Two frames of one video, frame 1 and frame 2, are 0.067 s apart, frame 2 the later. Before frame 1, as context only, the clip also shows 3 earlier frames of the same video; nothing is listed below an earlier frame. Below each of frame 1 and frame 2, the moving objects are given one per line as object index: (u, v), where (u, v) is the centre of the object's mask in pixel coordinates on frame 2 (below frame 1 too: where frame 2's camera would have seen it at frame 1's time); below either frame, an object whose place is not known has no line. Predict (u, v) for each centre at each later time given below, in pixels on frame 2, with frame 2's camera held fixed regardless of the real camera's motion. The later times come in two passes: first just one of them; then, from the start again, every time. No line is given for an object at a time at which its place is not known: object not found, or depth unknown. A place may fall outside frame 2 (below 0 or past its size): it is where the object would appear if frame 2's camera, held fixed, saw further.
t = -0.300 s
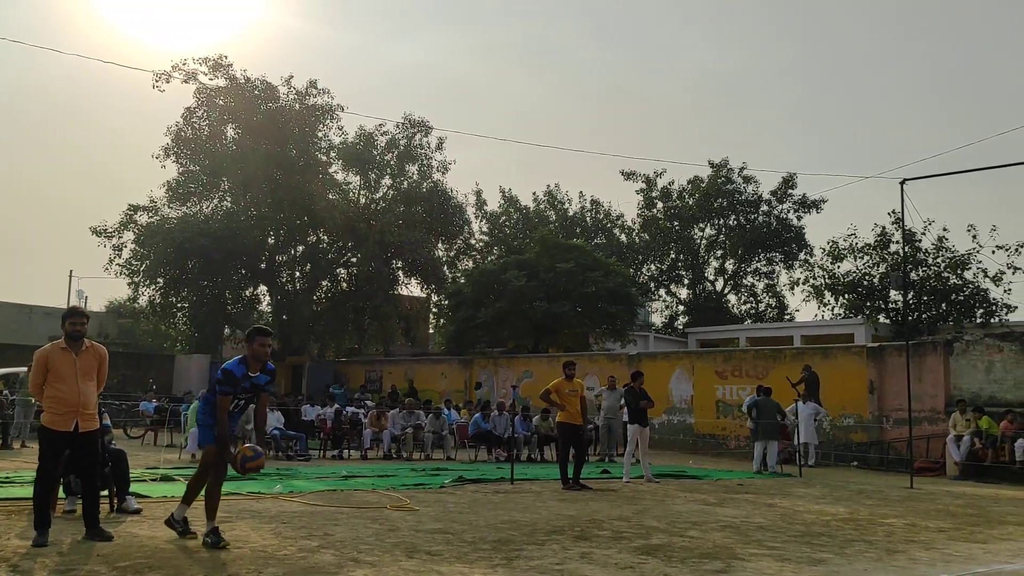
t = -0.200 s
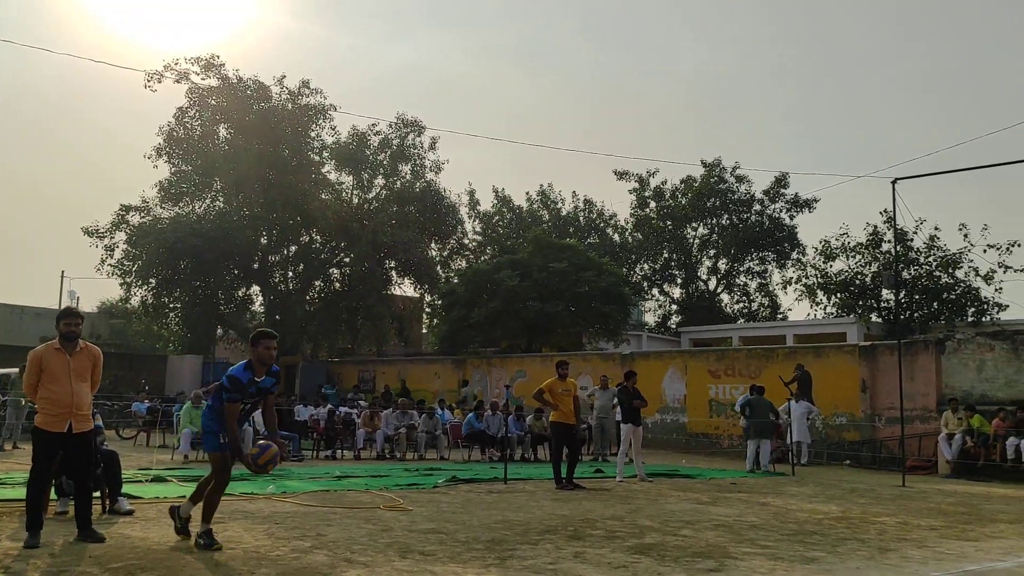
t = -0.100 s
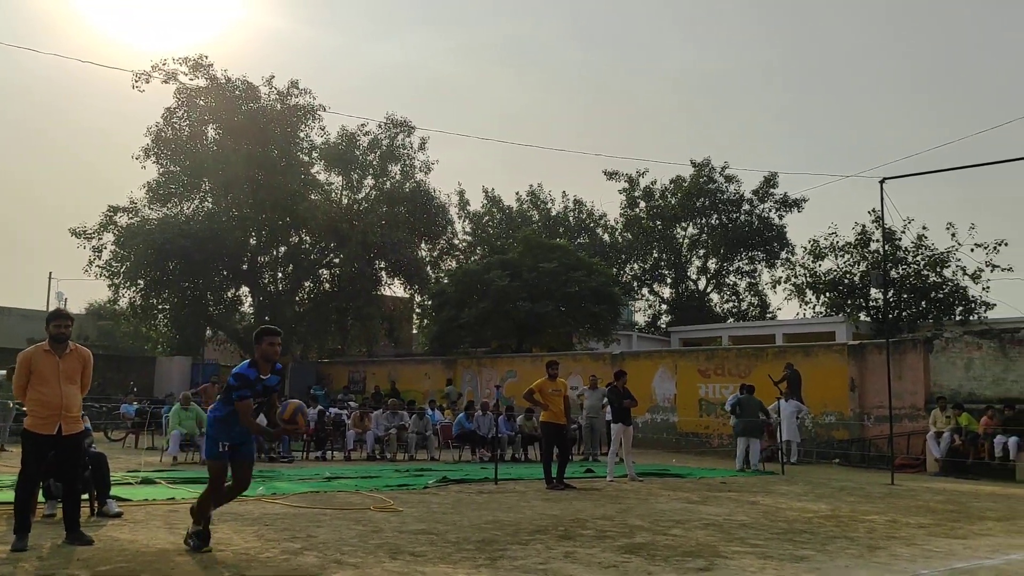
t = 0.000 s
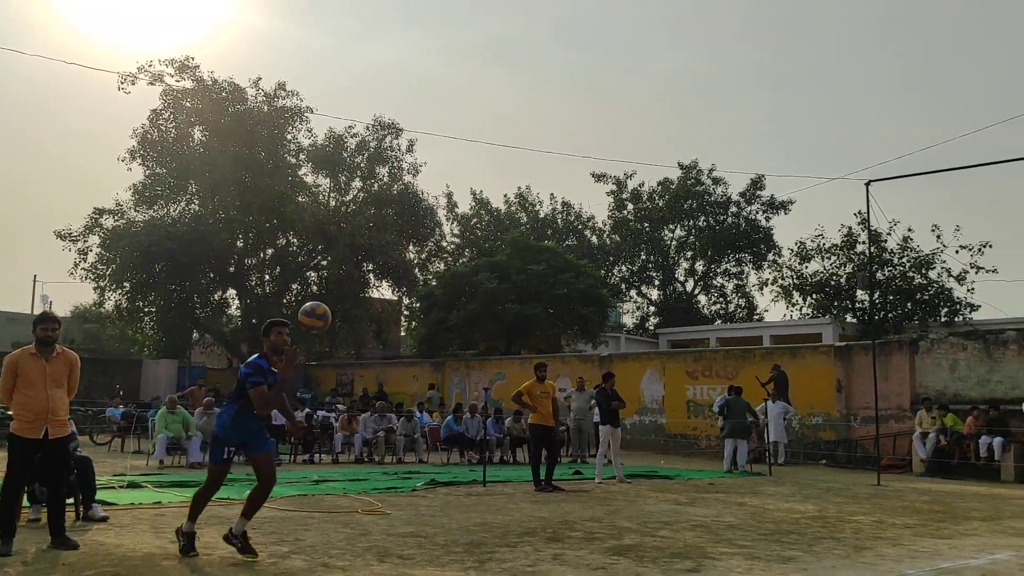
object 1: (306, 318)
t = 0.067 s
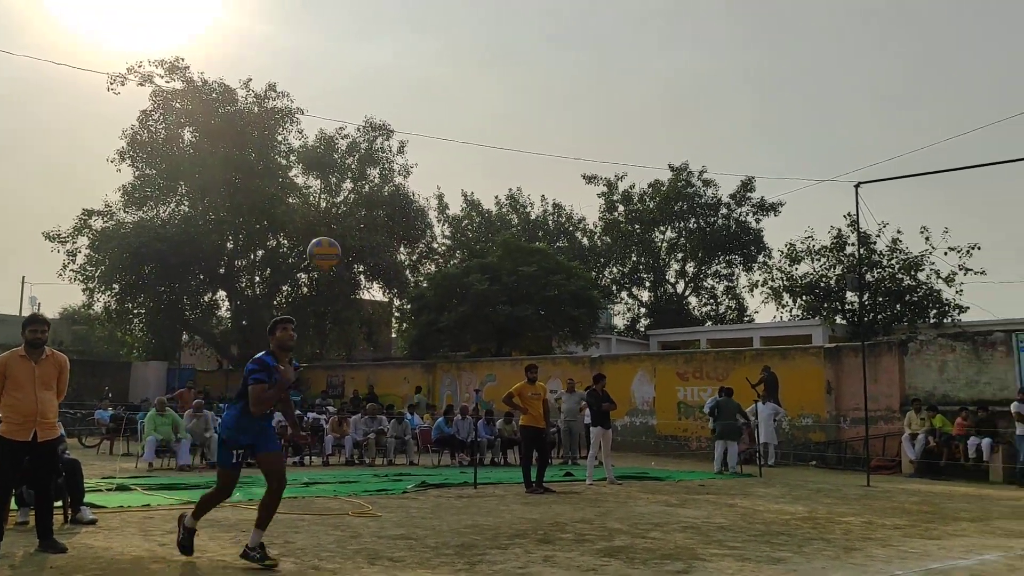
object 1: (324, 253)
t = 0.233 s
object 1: (371, 111)
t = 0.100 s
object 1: (333, 222)
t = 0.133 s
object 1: (343, 192)
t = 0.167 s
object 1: (352, 163)
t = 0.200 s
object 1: (362, 136)
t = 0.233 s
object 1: (371, 111)
